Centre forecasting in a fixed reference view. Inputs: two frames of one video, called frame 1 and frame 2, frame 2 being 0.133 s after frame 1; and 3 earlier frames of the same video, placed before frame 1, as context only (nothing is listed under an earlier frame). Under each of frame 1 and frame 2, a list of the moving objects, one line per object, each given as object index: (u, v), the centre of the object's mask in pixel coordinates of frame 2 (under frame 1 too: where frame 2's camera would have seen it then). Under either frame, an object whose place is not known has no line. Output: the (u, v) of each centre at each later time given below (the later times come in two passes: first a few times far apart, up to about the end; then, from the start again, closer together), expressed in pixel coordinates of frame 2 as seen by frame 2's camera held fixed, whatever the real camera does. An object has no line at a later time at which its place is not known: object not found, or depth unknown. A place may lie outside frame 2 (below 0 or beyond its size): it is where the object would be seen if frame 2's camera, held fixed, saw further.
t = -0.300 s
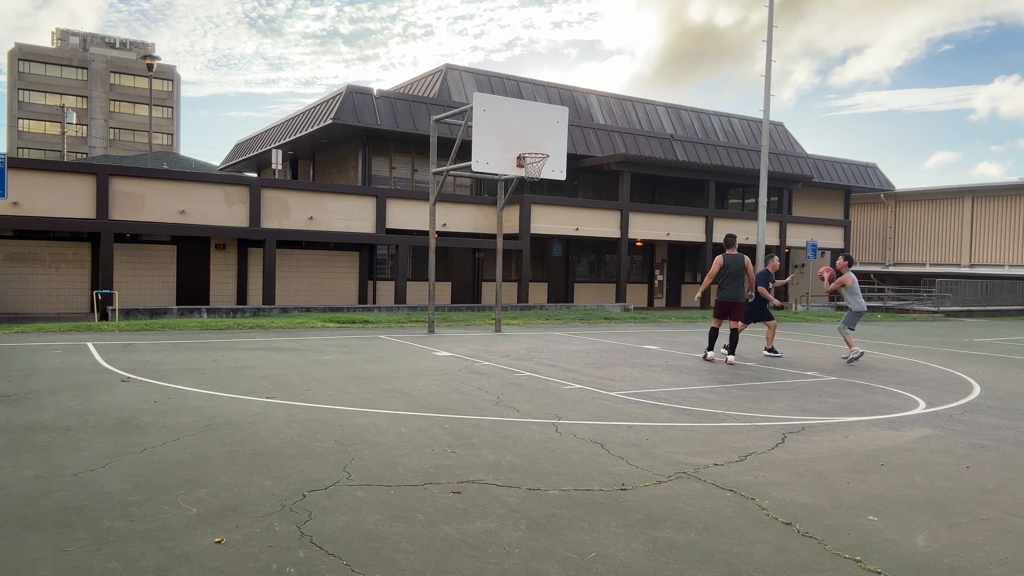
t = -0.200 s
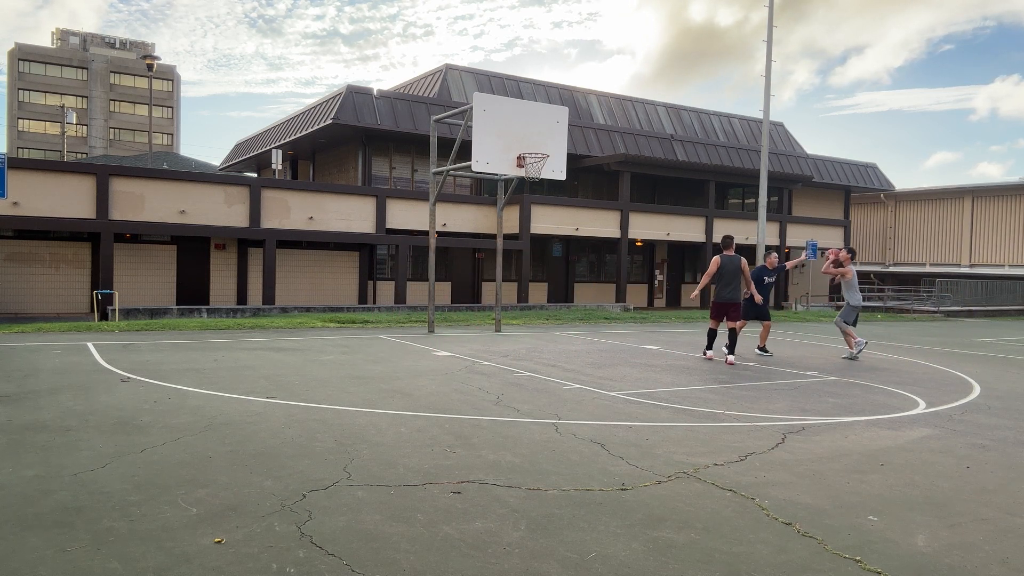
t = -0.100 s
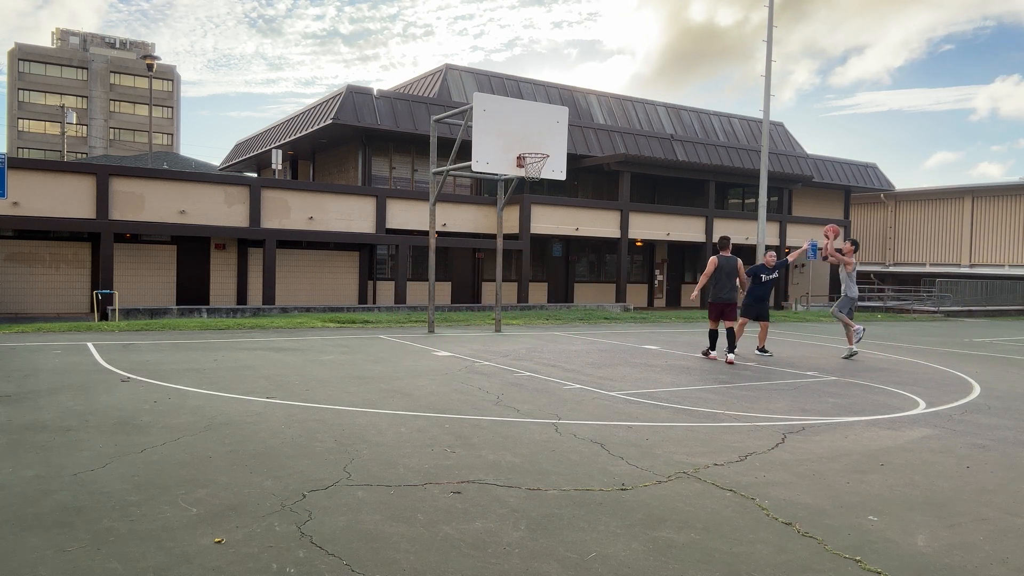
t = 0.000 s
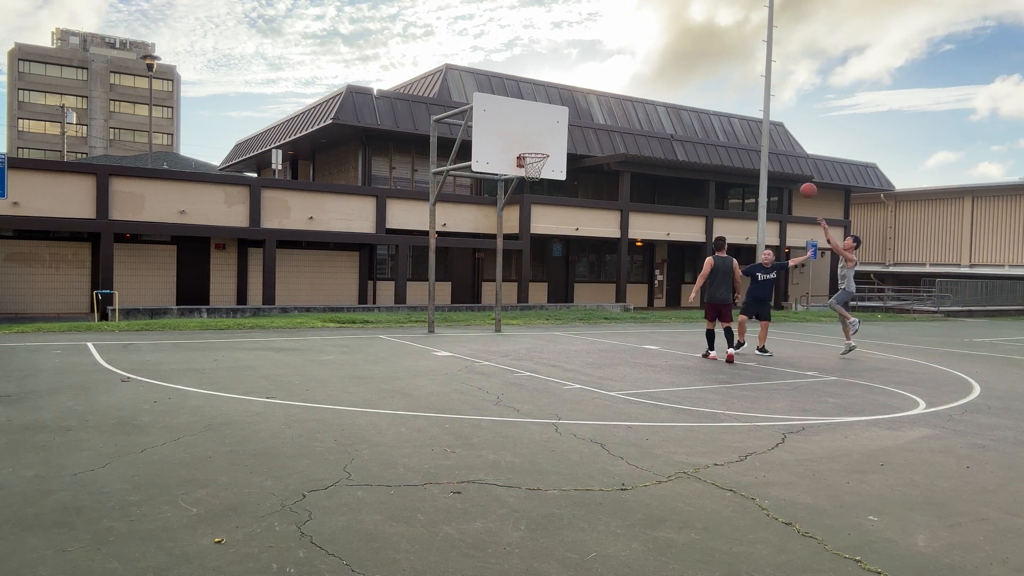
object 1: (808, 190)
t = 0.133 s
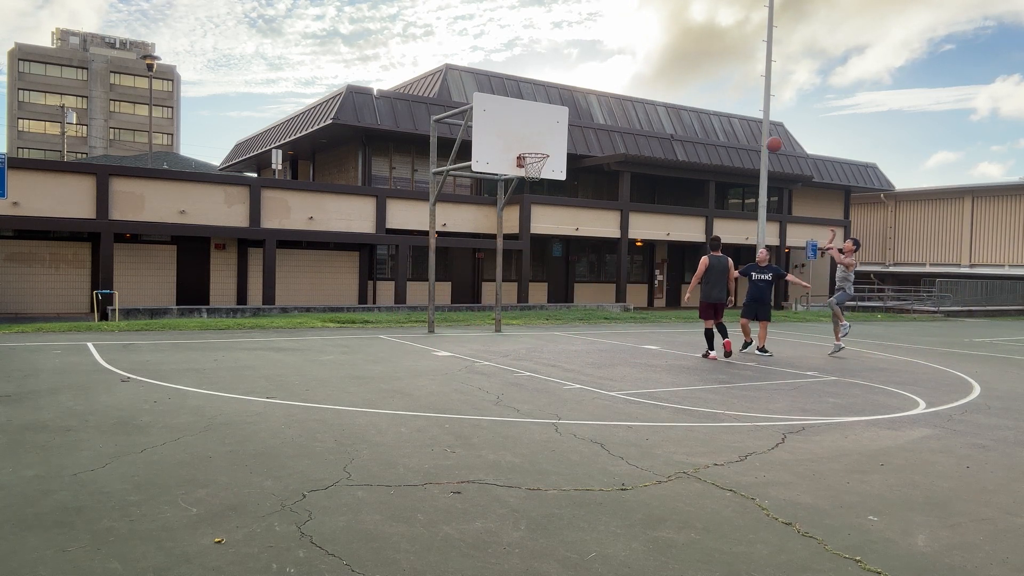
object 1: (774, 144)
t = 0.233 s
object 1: (748, 117)
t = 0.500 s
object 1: (681, 78)
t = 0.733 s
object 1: (623, 79)
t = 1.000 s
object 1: (557, 121)
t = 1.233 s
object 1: (537, 164)
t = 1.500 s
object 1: (526, 165)
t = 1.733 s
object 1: (528, 181)
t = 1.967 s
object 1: (536, 227)
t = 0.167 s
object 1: (765, 135)
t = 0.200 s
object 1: (756, 126)
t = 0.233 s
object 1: (748, 117)
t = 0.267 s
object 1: (740, 110)
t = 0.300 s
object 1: (731, 103)
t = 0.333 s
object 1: (723, 97)
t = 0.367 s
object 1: (714, 92)
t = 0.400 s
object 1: (706, 87)
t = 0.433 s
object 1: (698, 83)
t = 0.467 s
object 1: (689, 80)
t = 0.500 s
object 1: (681, 78)
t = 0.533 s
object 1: (672, 76)
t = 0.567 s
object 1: (664, 74)
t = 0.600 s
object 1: (656, 74)
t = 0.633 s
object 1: (648, 74)
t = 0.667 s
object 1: (639, 75)
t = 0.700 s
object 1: (631, 77)
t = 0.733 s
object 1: (623, 79)
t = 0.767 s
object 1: (614, 82)
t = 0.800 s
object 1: (606, 85)
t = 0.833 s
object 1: (598, 90)
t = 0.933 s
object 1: (573, 106)
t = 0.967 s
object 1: (565, 113)
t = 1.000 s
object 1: (557, 121)
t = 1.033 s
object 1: (549, 129)
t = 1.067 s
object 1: (541, 137)
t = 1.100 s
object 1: (532, 146)
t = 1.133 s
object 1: (528, 154)
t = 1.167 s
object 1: (534, 156)
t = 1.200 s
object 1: (539, 159)
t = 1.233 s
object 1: (537, 164)
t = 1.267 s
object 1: (535, 169)
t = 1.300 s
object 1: (534, 171)
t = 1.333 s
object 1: (533, 171)
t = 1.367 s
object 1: (531, 169)
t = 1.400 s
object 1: (530, 167)
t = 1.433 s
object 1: (528, 166)
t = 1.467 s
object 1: (527, 166)
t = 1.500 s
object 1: (526, 165)
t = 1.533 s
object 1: (526, 166)
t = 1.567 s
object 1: (525, 167)
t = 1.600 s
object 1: (525, 169)
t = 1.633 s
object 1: (525, 172)
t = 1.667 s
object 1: (526, 174)
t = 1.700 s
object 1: (527, 178)
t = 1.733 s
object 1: (528, 181)
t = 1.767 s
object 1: (529, 186)
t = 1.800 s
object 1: (531, 190)
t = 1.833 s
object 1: (532, 197)
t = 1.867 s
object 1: (533, 203)
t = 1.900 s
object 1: (534, 211)
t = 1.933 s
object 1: (535, 219)
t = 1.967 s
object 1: (536, 227)
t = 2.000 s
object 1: (537, 236)
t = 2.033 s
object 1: (538, 246)
